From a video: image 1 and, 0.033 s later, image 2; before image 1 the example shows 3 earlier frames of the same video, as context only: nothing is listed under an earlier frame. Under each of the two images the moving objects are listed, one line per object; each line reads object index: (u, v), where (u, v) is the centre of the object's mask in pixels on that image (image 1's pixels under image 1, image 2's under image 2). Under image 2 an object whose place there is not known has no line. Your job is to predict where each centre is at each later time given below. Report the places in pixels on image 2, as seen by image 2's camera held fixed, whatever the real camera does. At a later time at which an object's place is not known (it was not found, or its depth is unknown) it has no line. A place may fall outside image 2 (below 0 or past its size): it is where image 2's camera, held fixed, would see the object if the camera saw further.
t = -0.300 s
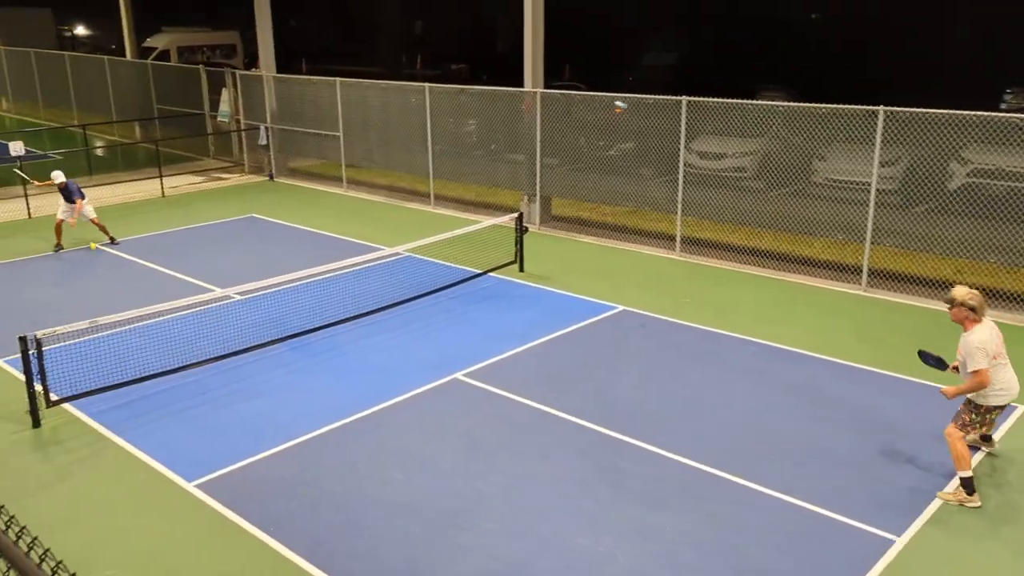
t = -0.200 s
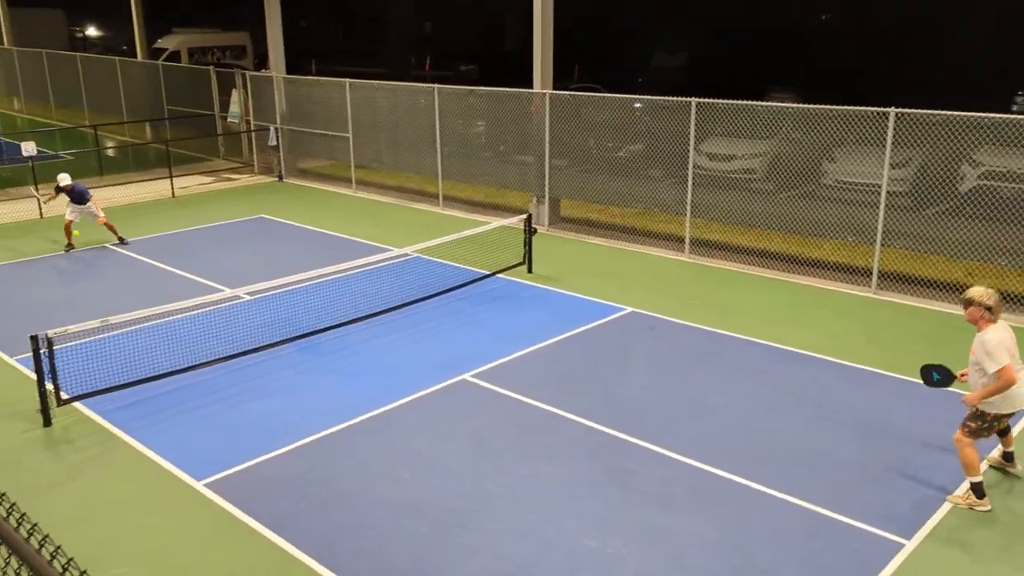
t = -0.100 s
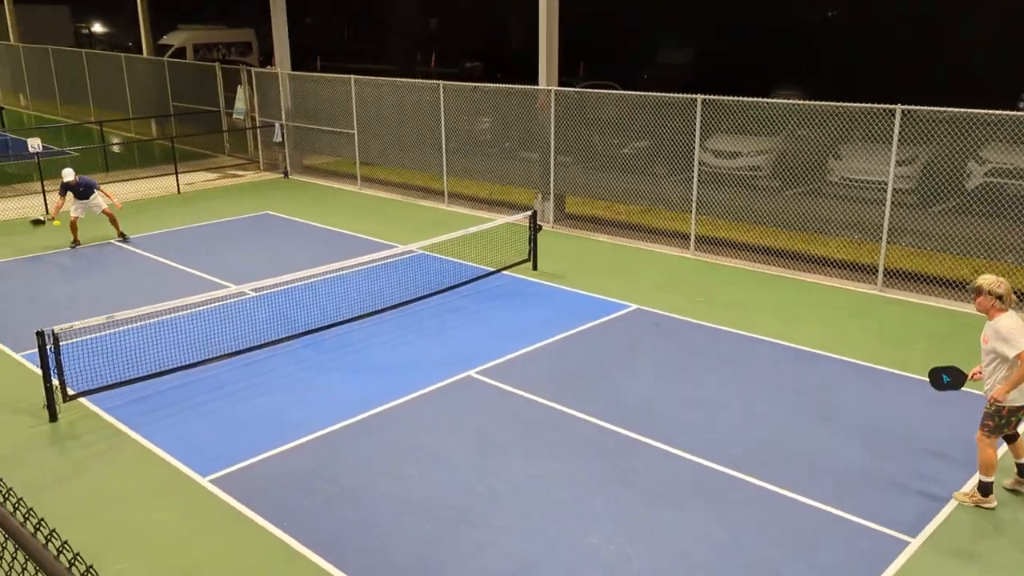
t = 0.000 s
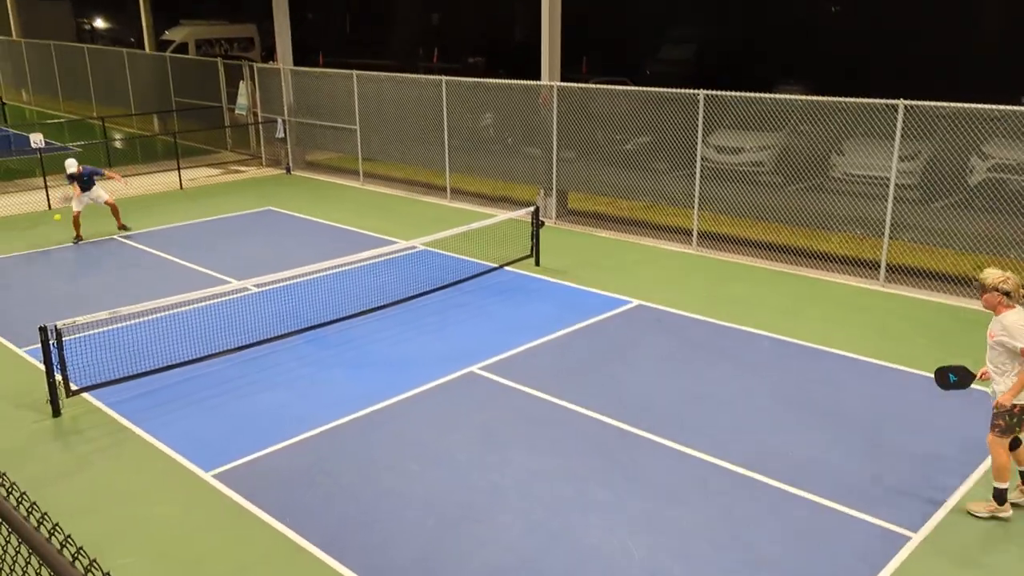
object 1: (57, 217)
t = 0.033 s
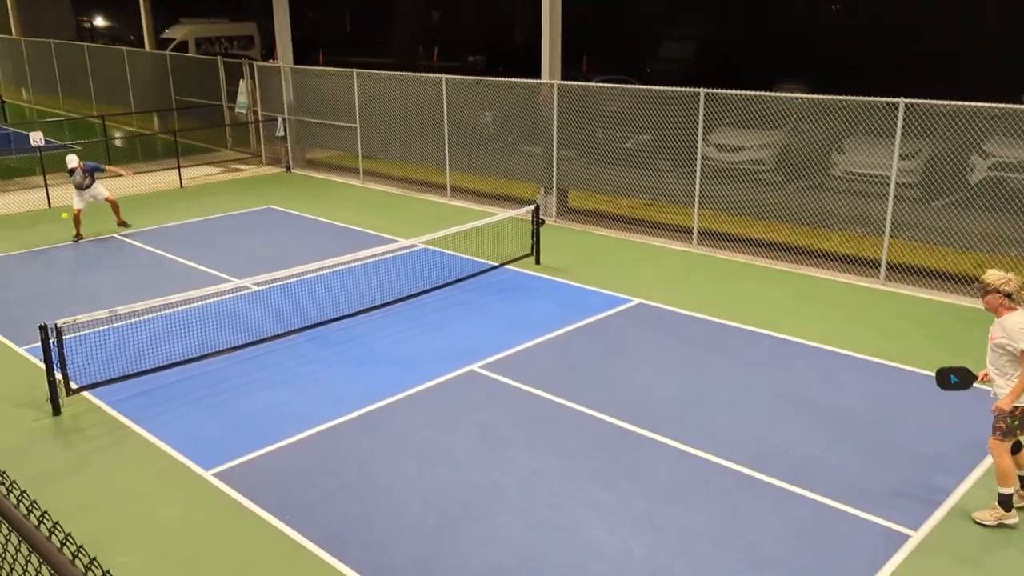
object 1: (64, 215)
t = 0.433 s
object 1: (168, 286)
